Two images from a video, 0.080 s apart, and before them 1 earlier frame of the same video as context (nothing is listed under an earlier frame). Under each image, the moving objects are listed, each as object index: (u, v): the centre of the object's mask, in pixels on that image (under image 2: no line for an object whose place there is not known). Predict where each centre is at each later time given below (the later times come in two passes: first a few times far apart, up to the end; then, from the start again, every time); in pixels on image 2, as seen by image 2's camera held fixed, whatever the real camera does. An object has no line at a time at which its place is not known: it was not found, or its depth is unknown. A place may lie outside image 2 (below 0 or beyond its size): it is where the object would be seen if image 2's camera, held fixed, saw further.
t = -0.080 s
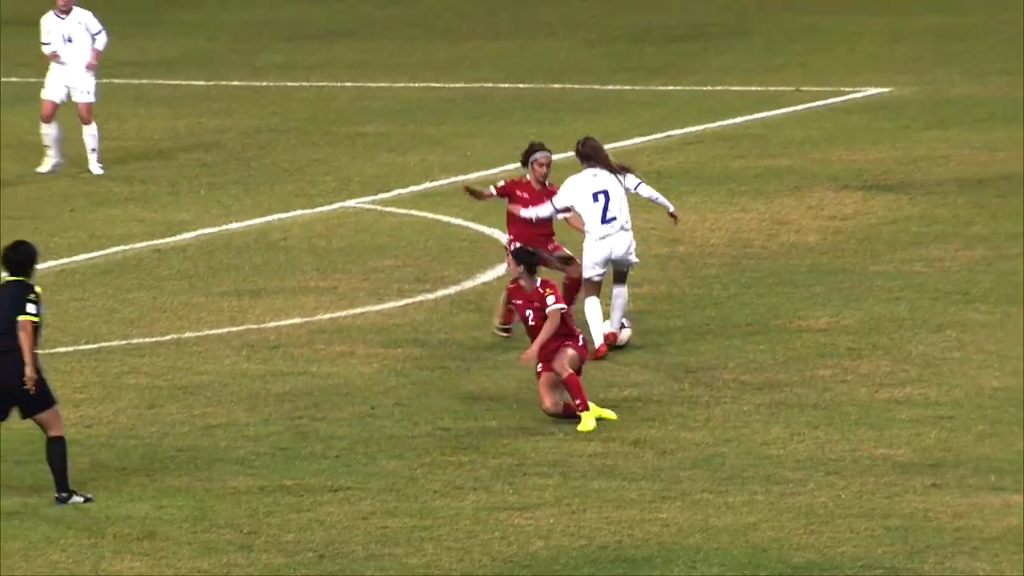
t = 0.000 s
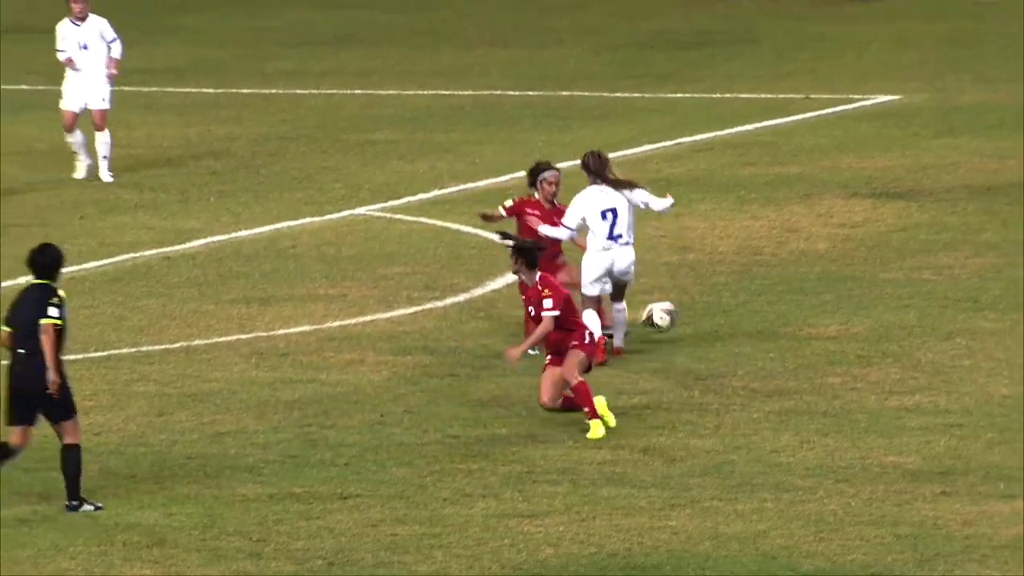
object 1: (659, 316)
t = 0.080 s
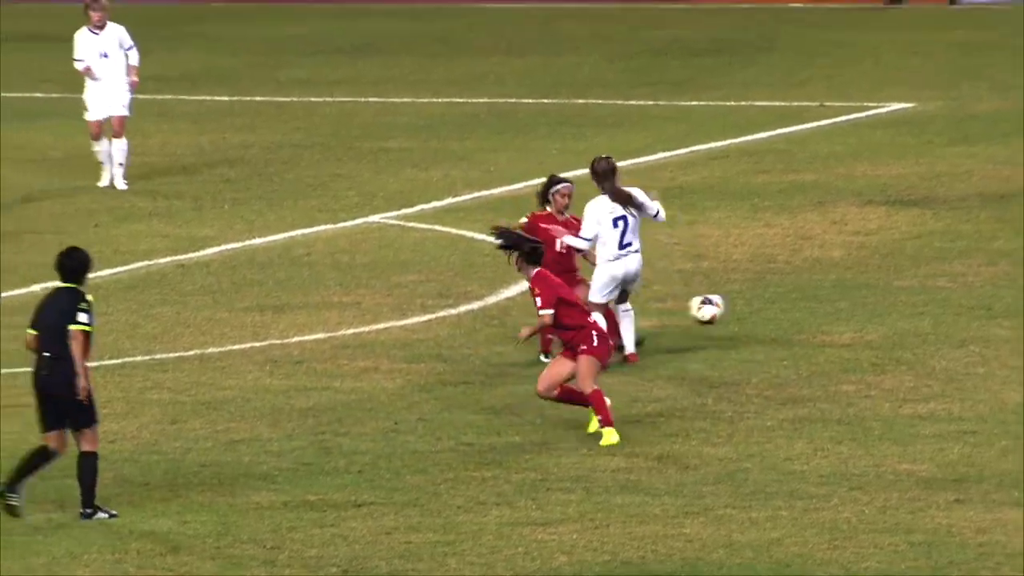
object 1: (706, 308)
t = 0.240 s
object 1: (777, 304)
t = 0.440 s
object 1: (855, 271)
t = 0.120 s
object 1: (724, 304)
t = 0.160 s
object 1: (741, 301)
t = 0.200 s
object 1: (761, 302)
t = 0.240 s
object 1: (777, 304)
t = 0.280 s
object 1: (794, 305)
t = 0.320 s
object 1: (810, 293)
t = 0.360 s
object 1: (825, 284)
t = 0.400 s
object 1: (840, 276)
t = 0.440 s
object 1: (855, 271)
